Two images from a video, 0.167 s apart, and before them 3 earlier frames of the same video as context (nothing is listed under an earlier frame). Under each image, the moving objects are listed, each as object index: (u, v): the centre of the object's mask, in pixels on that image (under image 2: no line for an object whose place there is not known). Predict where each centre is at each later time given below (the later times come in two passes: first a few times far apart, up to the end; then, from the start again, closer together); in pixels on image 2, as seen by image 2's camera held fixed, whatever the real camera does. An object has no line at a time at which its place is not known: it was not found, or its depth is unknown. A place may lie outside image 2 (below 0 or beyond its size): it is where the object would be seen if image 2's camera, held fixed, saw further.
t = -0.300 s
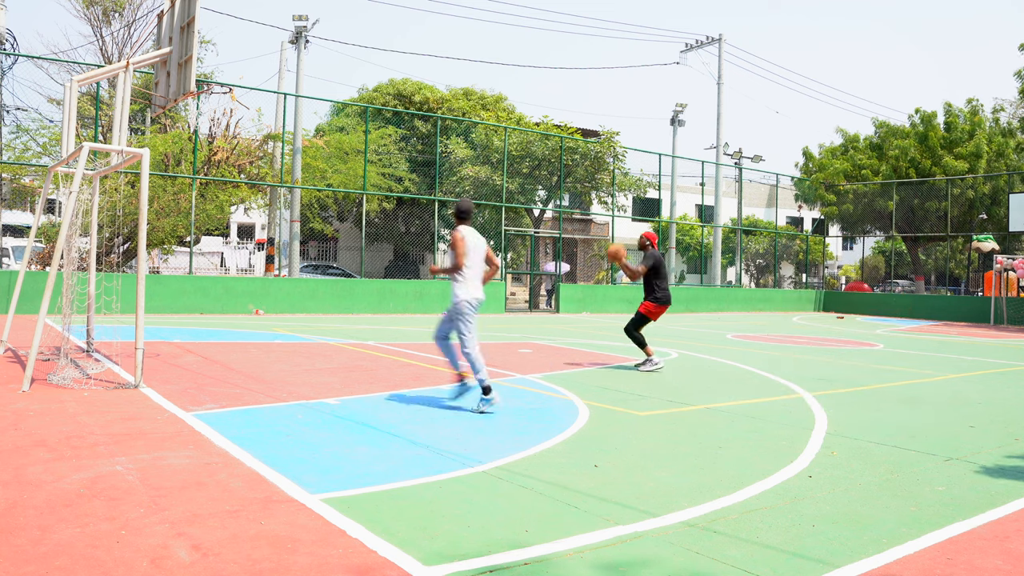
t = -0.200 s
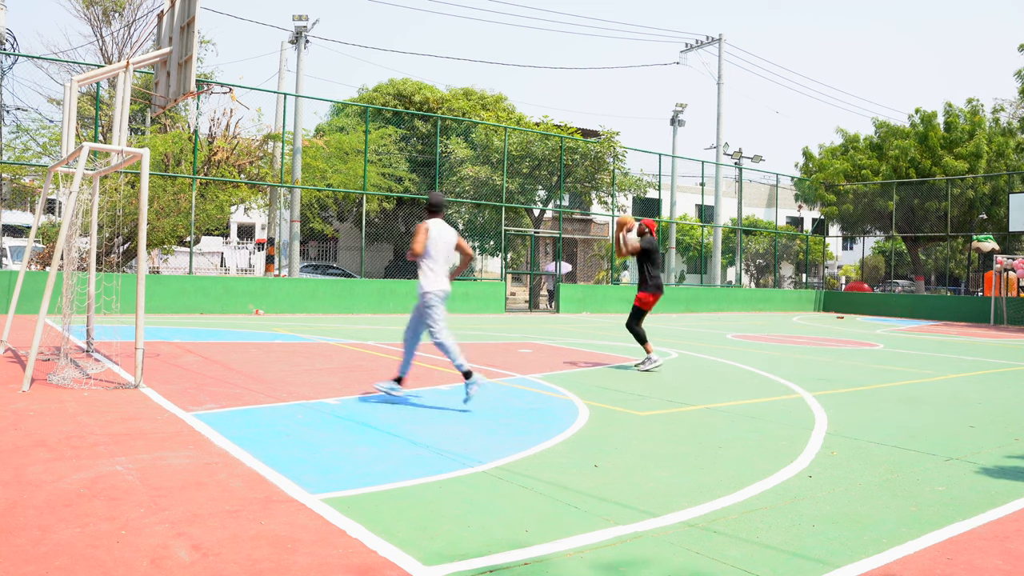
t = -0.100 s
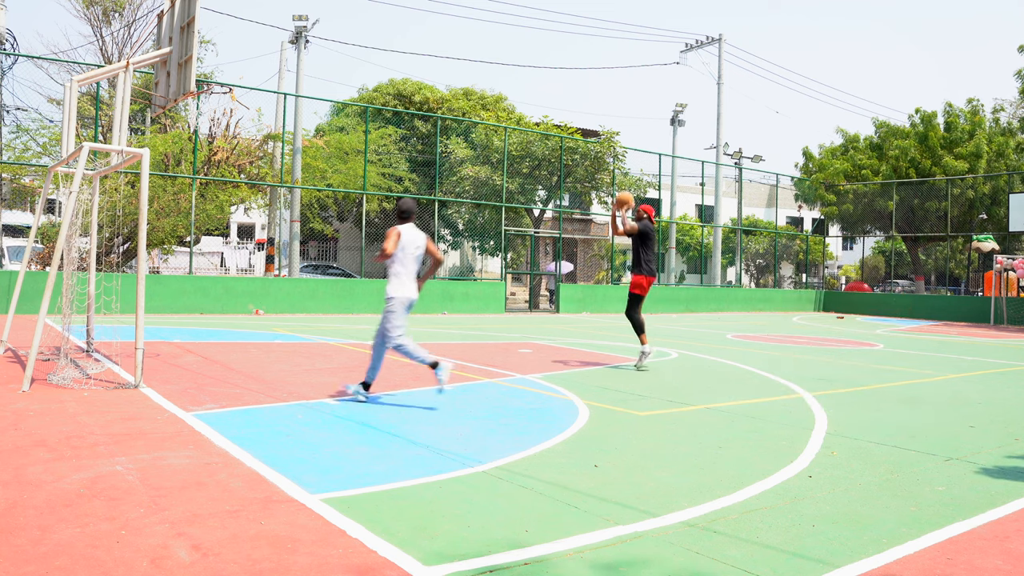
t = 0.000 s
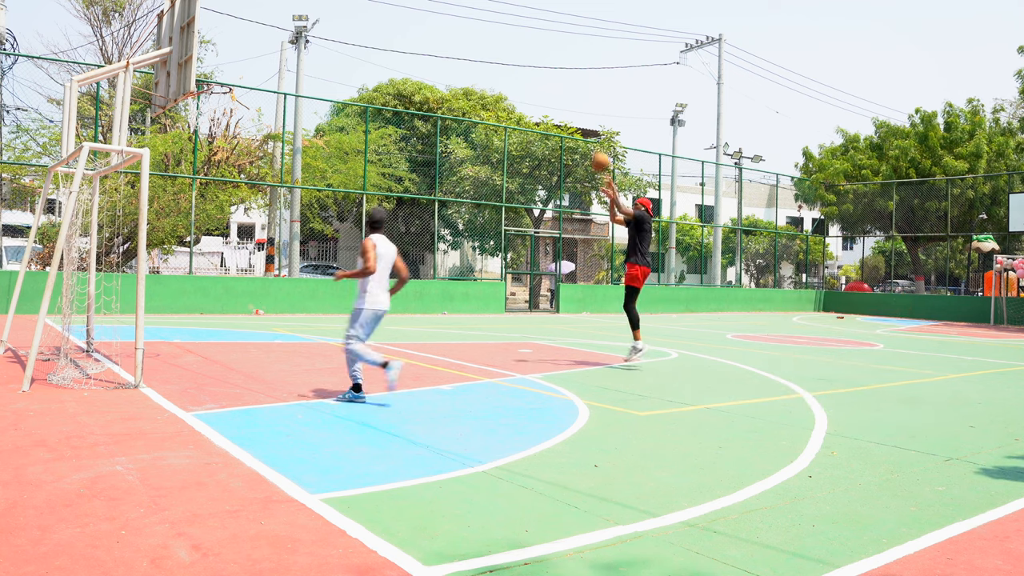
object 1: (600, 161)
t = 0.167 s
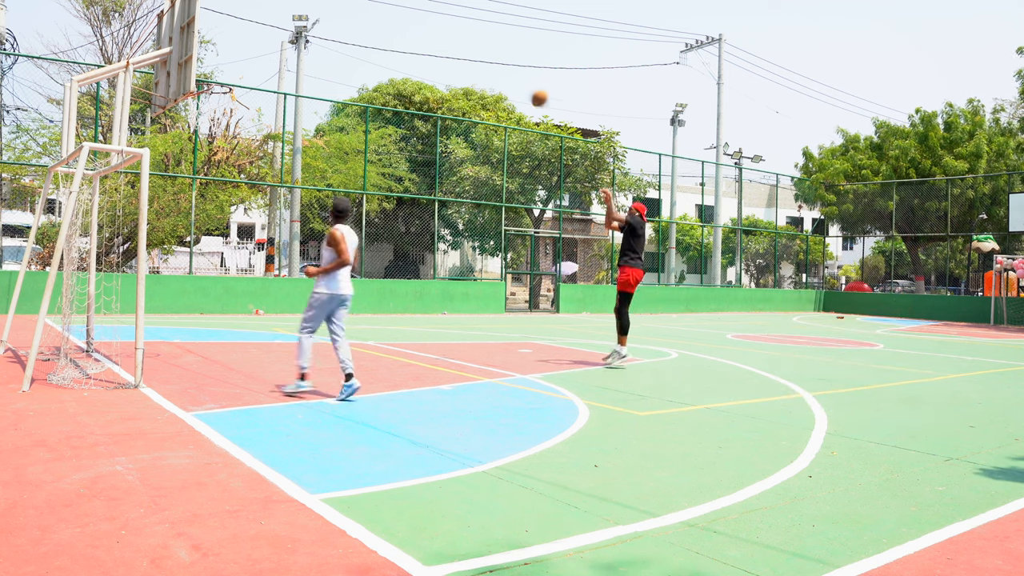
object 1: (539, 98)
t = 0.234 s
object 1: (514, 78)
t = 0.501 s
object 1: (410, 31)
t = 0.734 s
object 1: (313, 35)
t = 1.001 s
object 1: (196, 100)
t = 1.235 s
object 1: (188, 169)
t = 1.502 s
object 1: (186, 309)
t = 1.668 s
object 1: (199, 304)
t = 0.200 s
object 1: (527, 87)
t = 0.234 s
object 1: (514, 78)
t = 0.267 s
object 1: (502, 68)
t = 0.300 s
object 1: (489, 61)
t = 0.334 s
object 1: (476, 54)
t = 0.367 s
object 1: (463, 48)
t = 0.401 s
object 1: (450, 42)
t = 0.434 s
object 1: (437, 37)
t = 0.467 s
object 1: (424, 34)
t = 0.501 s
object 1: (410, 31)
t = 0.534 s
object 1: (397, 29)
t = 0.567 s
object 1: (383, 27)
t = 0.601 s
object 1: (370, 27)
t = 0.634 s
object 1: (356, 27)
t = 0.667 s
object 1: (342, 29)
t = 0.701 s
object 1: (327, 31)
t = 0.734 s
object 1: (313, 35)
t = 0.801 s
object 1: (286, 44)
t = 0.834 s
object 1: (270, 51)
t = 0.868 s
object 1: (255, 59)
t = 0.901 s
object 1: (240, 67)
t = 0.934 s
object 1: (225, 77)
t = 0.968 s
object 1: (210, 86)
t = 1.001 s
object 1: (196, 100)
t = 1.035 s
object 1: (188, 106)
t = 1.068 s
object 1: (186, 113)
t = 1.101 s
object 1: (187, 122)
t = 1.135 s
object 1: (188, 133)
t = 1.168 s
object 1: (187, 144)
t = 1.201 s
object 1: (188, 156)
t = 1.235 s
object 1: (188, 169)
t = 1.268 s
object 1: (188, 184)
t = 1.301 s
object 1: (187, 199)
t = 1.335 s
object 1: (188, 215)
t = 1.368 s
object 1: (188, 232)
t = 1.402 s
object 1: (187, 249)
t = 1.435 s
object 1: (187, 271)
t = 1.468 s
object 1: (187, 289)
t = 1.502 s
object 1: (186, 309)
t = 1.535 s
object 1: (186, 332)
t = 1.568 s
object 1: (186, 353)
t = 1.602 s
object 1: (191, 339)
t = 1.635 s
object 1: (195, 320)
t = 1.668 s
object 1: (199, 304)
